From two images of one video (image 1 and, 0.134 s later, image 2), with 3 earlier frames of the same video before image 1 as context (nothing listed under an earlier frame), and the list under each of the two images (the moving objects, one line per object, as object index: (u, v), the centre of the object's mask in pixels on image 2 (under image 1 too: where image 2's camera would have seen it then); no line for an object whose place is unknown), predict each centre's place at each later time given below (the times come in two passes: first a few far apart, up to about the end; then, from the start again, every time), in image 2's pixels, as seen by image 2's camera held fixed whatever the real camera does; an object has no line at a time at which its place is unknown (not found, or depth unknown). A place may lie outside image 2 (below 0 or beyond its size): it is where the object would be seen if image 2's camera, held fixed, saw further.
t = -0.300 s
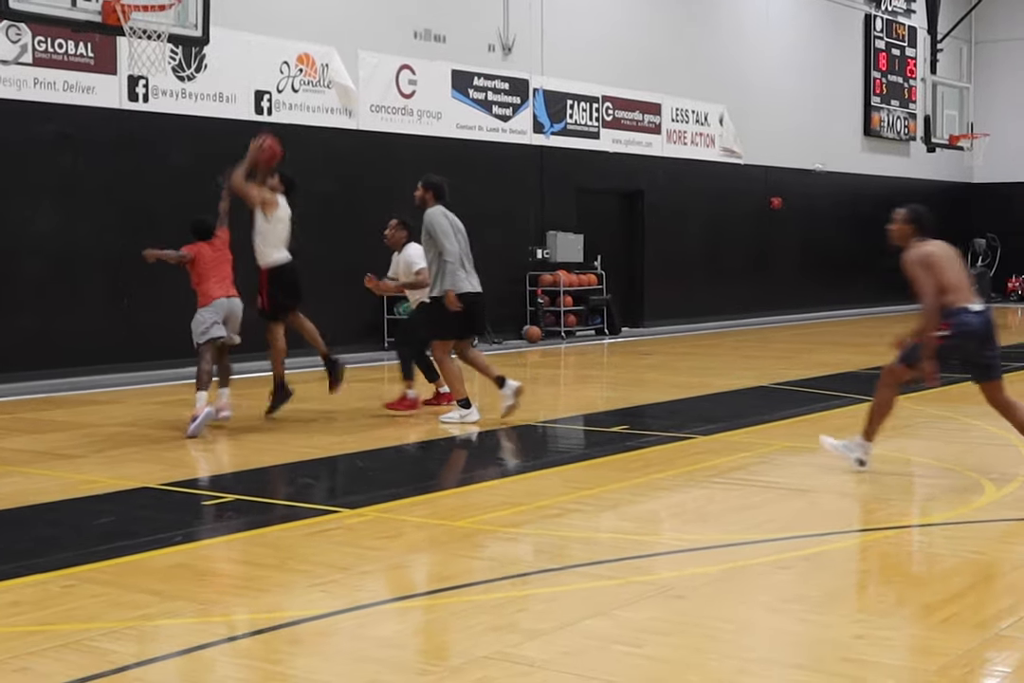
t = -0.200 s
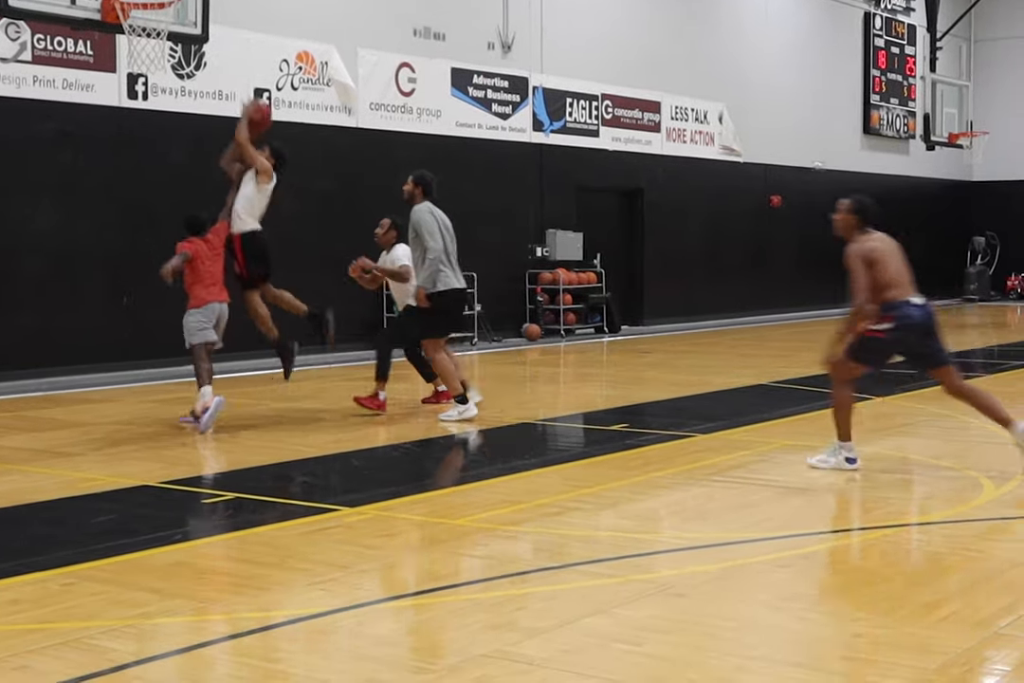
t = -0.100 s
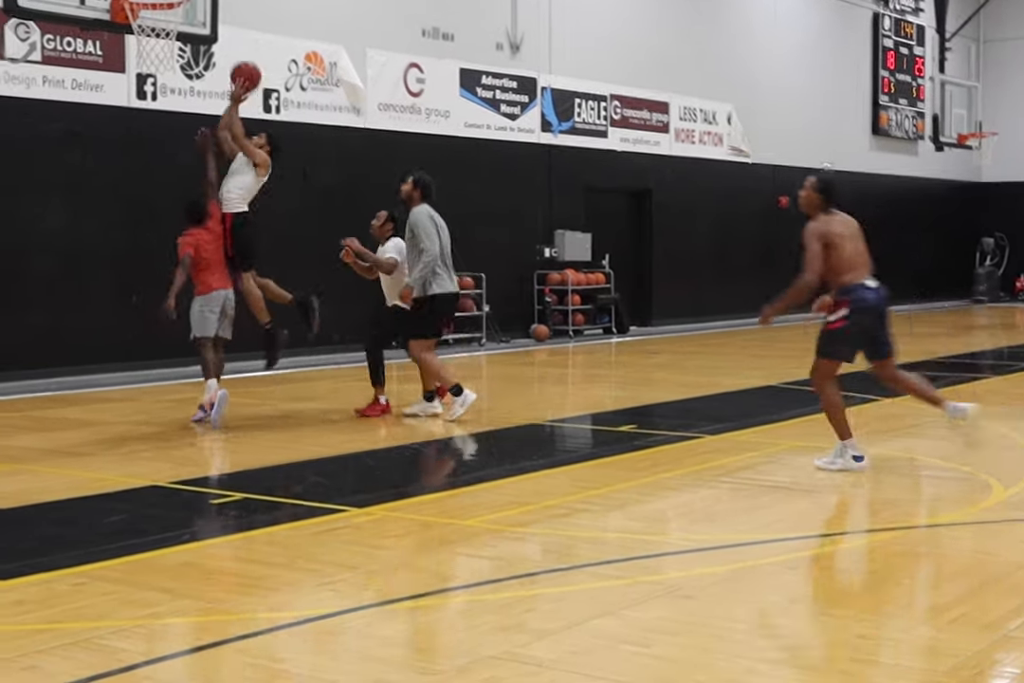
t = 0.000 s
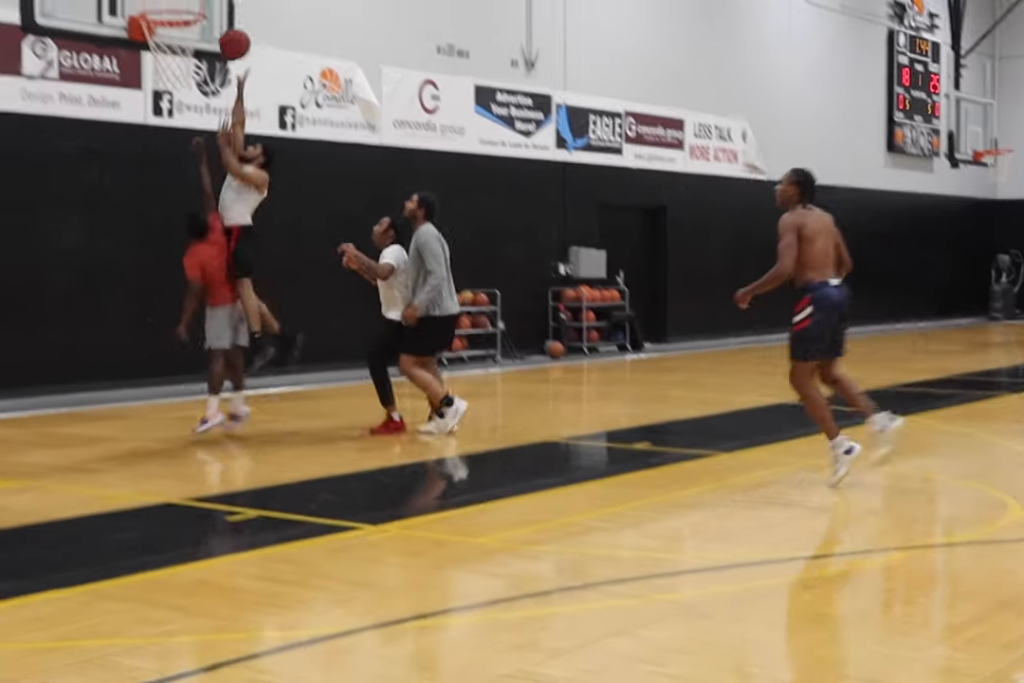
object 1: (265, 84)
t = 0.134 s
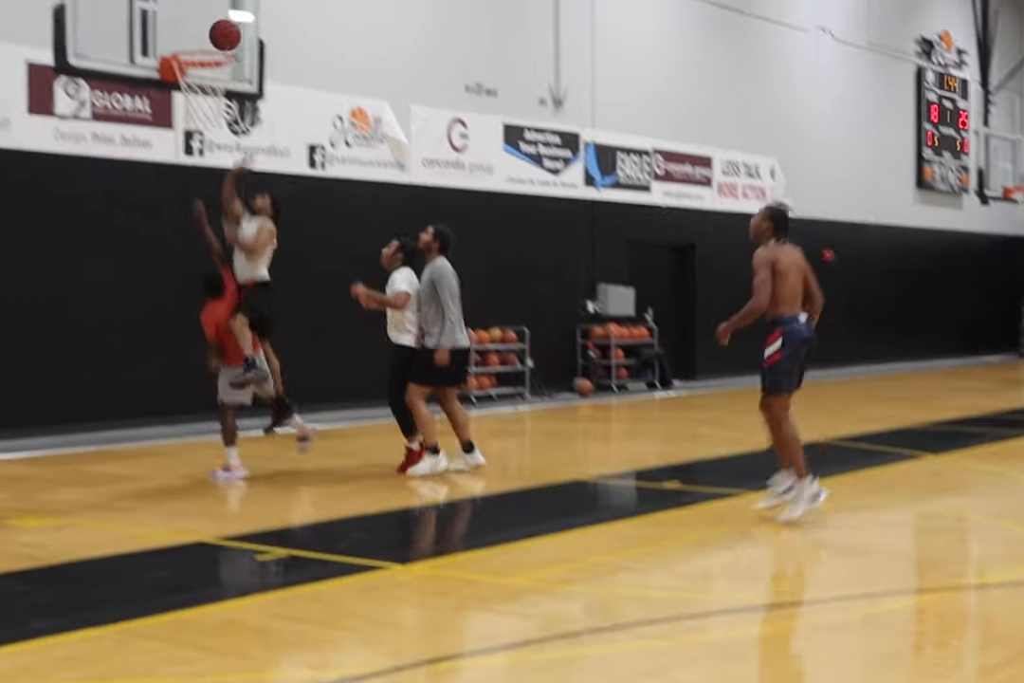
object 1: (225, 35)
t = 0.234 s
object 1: (217, 21)
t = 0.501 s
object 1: (206, 51)
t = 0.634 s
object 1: (209, 98)
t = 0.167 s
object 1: (219, 28)
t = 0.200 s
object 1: (218, 24)
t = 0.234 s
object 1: (217, 21)
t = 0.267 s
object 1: (215, 19)
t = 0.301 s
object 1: (214, 19)
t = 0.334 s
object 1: (212, 21)
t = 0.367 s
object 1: (211, 24)
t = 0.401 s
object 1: (210, 28)
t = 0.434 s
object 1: (209, 34)
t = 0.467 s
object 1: (207, 40)
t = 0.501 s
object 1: (206, 51)
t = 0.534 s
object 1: (206, 62)
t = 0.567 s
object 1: (207, 72)
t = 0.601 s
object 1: (207, 84)
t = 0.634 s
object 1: (209, 98)
